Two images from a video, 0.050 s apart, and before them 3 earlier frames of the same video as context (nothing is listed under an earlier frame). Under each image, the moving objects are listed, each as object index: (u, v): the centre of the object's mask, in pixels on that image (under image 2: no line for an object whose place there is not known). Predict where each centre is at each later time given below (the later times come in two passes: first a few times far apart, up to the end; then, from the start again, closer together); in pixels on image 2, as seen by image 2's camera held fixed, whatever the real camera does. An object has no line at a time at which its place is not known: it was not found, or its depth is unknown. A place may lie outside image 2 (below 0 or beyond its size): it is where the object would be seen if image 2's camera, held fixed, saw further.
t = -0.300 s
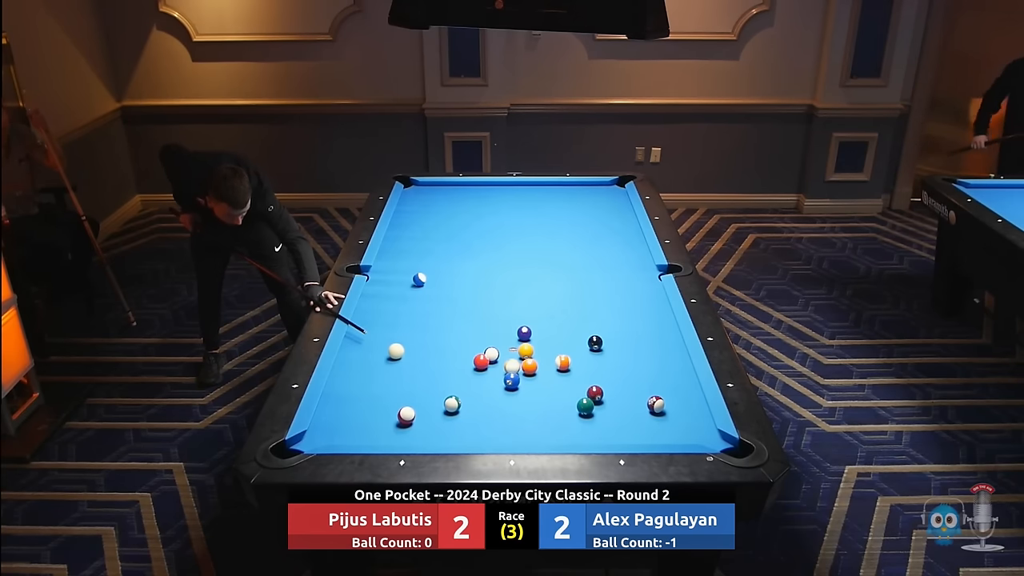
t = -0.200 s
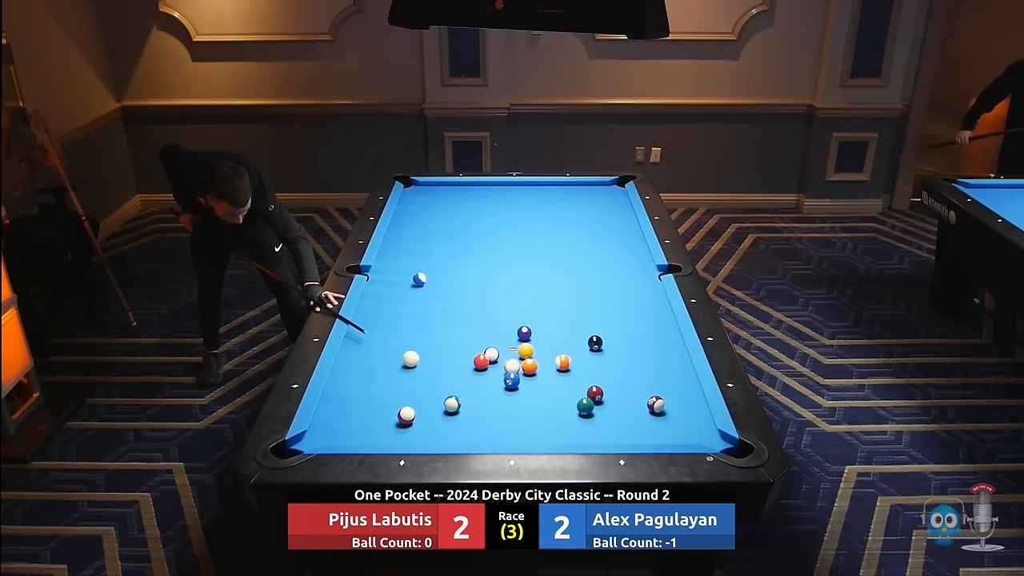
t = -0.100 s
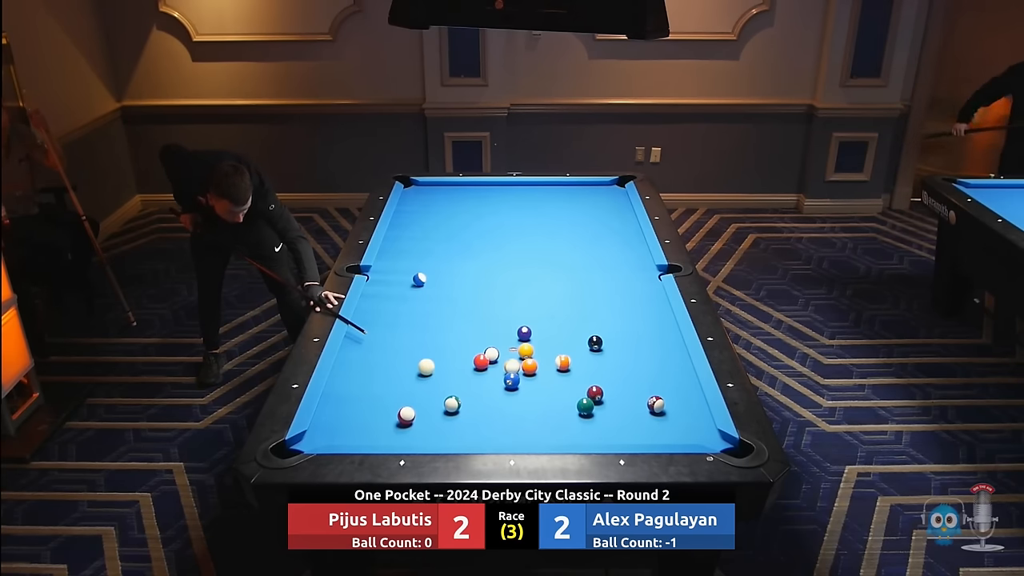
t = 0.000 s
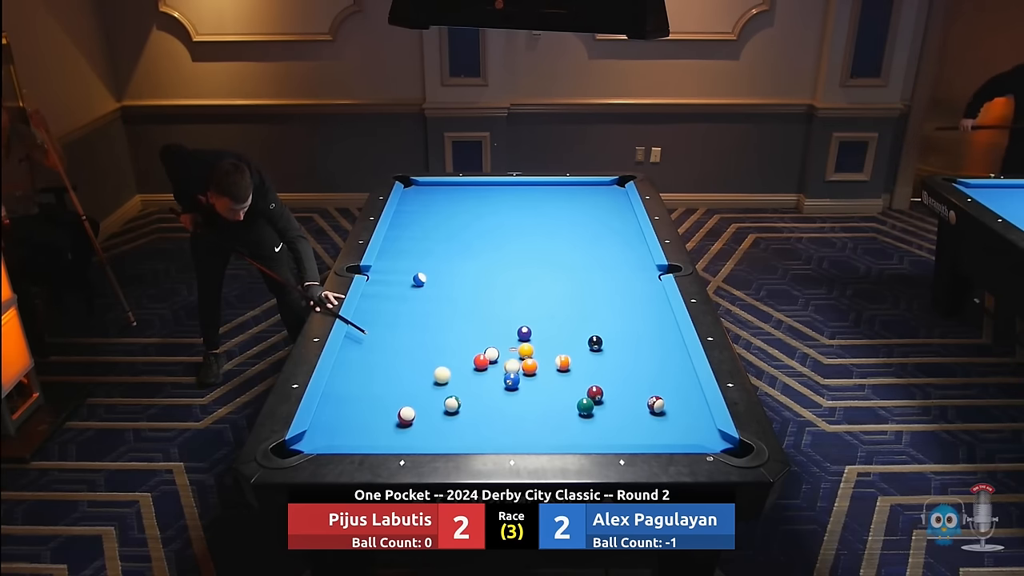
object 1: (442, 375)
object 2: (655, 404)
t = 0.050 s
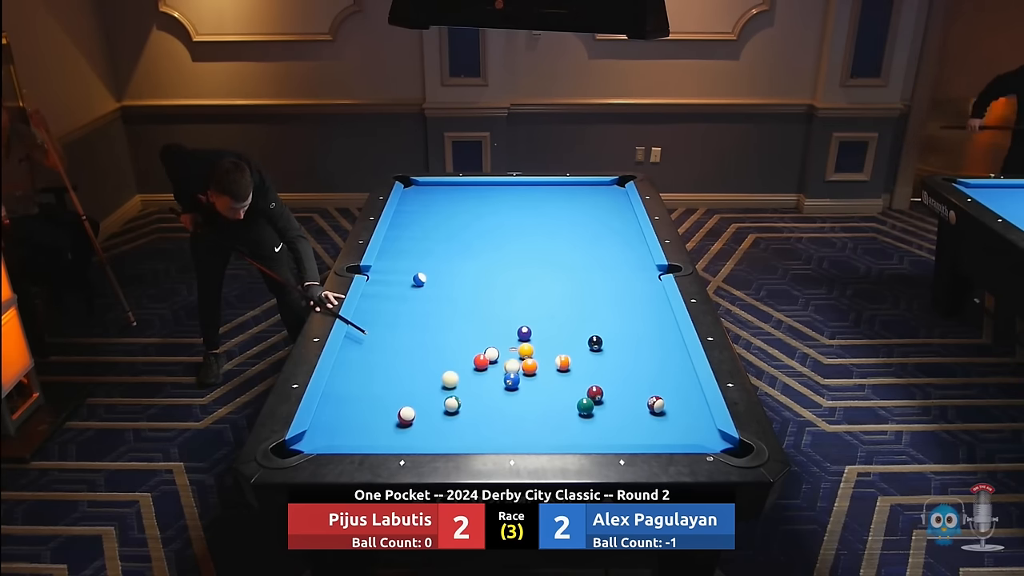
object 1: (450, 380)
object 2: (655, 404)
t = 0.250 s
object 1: (483, 397)
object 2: (655, 404)
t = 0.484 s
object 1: (524, 418)
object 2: (655, 404)
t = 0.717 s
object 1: (567, 438)
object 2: (655, 404)
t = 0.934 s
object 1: (593, 431)
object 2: (655, 404)
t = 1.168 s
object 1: (619, 420)
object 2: (655, 404)
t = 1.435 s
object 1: (642, 410)
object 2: (659, 402)
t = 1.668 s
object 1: (647, 407)
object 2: (673, 397)
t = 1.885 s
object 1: (651, 405)
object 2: (686, 392)
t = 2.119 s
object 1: (654, 404)
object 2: (691, 388)
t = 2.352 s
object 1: (657, 403)
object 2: (682, 385)
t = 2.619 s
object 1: (659, 402)
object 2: (675, 383)
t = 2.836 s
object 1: (659, 402)
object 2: (670, 382)
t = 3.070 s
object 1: (659, 402)
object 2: (665, 380)
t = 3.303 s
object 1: (659, 402)
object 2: (662, 379)
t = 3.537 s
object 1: (659, 402)
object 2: (660, 378)
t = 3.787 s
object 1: (659, 402)
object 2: (658, 377)
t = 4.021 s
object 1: (659, 402)
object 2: (659, 377)
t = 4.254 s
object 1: (659, 402)
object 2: (659, 378)
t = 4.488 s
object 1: (659, 402)
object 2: (659, 378)
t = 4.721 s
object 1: (659, 402)
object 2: (659, 377)
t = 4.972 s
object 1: (659, 402)
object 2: (659, 377)
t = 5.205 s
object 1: (659, 402)
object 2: (659, 378)
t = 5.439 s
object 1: (659, 402)
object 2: (659, 377)
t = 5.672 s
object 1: (659, 402)
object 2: (659, 378)
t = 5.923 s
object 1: (659, 402)
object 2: (659, 378)
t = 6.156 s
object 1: (659, 402)
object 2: (659, 378)
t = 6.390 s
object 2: (659, 378)
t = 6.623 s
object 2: (659, 378)
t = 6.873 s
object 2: (659, 378)
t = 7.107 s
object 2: (659, 378)
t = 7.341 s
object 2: (659, 378)
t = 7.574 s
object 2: (659, 378)
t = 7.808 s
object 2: (659, 378)
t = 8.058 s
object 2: (659, 378)
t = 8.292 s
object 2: (659, 378)
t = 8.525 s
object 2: (659, 378)
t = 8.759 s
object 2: (659, 378)
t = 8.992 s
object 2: (659, 378)
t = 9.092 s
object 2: (659, 378)
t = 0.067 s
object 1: (453, 381)
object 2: (655, 404)
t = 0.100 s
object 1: (458, 384)
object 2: (655, 404)
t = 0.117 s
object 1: (461, 385)
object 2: (655, 404)
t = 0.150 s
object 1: (466, 388)
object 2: (655, 404)
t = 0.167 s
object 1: (469, 390)
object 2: (655, 404)
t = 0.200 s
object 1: (475, 392)
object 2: (655, 404)
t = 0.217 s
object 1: (477, 394)
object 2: (655, 404)
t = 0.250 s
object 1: (483, 397)
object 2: (655, 404)
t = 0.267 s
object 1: (486, 398)
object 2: (655, 404)
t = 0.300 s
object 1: (492, 401)
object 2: (656, 404)
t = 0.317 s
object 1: (494, 403)
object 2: (655, 404)
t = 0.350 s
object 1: (500, 406)
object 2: (655, 404)
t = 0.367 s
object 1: (503, 408)
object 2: (655, 404)
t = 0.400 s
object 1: (509, 410)
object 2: (655, 404)
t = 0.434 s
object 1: (515, 414)
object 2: (655, 404)
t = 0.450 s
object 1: (518, 415)
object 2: (655, 404)
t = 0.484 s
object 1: (524, 418)
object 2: (655, 404)
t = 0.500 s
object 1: (527, 420)
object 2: (655, 404)
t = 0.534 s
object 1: (533, 423)
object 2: (655, 404)
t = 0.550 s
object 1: (536, 424)
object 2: (655, 404)
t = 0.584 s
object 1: (542, 428)
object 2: (655, 404)
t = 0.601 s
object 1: (545, 429)
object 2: (655, 404)
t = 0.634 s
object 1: (551, 432)
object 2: (655, 404)
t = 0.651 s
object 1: (554, 433)
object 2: (655, 404)
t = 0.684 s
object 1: (560, 436)
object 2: (655, 404)
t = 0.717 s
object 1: (567, 438)
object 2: (655, 404)
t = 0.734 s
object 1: (570, 438)
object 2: (655, 404)
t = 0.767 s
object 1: (574, 437)
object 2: (655, 404)
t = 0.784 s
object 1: (576, 437)
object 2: (655, 404)
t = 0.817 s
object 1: (580, 435)
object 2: (655, 404)
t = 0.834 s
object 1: (582, 435)
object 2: (655, 404)
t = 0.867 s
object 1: (586, 434)
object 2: (655, 404)
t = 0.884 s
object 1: (587, 433)
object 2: (655, 404)
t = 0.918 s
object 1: (592, 432)
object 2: (655, 404)
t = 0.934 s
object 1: (593, 431)
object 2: (655, 404)
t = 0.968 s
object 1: (597, 429)
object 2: (655, 404)
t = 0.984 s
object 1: (599, 428)
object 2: (655, 404)
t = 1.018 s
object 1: (603, 427)
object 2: (655, 404)
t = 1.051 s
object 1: (606, 425)
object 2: (655, 404)
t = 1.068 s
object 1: (608, 424)
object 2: (655, 404)
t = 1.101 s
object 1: (612, 423)
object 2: (656, 404)
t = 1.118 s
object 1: (613, 422)
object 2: (655, 404)
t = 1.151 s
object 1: (617, 421)
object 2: (655, 404)
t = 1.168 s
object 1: (619, 420)
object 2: (655, 404)
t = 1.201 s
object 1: (622, 418)
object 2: (655, 404)
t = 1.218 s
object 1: (624, 418)
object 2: (655, 404)
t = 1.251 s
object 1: (627, 416)
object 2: (655, 404)
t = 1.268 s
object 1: (629, 415)
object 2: (655, 404)
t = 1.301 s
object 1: (633, 414)
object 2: (655, 404)
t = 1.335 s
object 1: (636, 413)
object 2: (655, 404)
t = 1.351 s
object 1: (637, 412)
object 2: (655, 404)
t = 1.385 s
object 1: (641, 411)
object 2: (656, 404)
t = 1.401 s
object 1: (642, 410)
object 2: (656, 403)
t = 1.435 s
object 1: (642, 410)
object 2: (659, 402)
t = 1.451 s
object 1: (643, 409)
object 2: (660, 402)
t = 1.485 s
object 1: (643, 409)
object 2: (662, 401)
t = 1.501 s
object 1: (644, 409)
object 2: (663, 401)
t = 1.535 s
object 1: (644, 408)
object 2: (665, 400)
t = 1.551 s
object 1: (645, 408)
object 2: (666, 400)
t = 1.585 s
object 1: (646, 408)
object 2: (668, 399)
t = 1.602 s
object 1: (646, 408)
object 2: (669, 399)
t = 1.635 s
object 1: (647, 407)
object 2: (671, 398)
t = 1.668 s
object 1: (647, 407)
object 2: (673, 397)
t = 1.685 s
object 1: (647, 407)
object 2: (674, 397)
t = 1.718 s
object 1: (648, 407)
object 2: (676, 396)
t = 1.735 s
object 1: (648, 406)
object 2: (677, 396)
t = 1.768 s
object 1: (649, 406)
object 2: (679, 395)
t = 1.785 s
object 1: (649, 406)
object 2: (680, 394)
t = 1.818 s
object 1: (650, 406)
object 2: (682, 394)
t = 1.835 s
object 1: (650, 406)
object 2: (683, 393)
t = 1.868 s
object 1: (650, 405)
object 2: (685, 393)
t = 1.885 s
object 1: (651, 405)
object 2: (686, 392)
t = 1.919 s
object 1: (651, 405)
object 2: (687, 392)
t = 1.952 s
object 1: (652, 405)
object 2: (689, 391)
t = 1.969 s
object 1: (652, 405)
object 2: (690, 391)
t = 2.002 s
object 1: (653, 404)
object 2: (692, 390)
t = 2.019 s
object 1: (653, 404)
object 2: (693, 390)
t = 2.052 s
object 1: (653, 404)
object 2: (693, 389)
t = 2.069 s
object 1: (654, 404)
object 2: (692, 389)
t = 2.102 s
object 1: (654, 404)
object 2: (691, 389)
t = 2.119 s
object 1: (654, 404)
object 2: (691, 388)
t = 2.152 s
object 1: (655, 404)
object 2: (689, 388)
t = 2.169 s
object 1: (655, 404)
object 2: (688, 388)
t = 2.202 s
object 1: (655, 403)
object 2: (687, 387)
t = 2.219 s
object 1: (655, 403)
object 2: (686, 387)
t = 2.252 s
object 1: (656, 403)
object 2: (685, 386)
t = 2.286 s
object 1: (656, 403)
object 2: (684, 386)
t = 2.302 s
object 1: (656, 403)
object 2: (684, 386)
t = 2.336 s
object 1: (657, 403)
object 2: (683, 386)
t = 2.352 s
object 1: (657, 403)
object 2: (682, 385)
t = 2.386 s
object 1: (657, 403)
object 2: (681, 385)
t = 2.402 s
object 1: (657, 403)
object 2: (680, 385)
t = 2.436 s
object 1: (658, 403)
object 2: (679, 385)
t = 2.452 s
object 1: (658, 403)
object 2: (679, 385)
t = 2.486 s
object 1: (658, 403)
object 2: (678, 385)
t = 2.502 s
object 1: (658, 402)
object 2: (677, 384)
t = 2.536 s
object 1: (658, 402)
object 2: (677, 384)
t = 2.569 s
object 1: (658, 402)
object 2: (676, 384)
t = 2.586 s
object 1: (659, 402)
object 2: (675, 384)
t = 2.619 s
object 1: (659, 402)
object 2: (675, 383)
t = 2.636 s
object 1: (659, 402)
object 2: (674, 383)
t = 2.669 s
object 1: (659, 402)
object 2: (673, 383)
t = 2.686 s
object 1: (659, 402)
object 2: (673, 383)
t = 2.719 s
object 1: (659, 402)
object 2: (672, 382)
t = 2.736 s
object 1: (659, 402)
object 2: (672, 382)
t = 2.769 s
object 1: (659, 402)
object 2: (671, 382)
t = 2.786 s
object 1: (659, 402)
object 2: (671, 382)
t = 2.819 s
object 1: (659, 402)
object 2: (670, 382)
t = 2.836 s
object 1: (659, 402)
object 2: (670, 382)
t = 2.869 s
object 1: (659, 402)
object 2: (669, 381)
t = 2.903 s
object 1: (659, 402)
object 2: (668, 381)
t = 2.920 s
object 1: (659, 402)
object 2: (668, 381)
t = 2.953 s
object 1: (659, 402)
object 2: (668, 381)
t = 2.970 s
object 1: (659, 402)
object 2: (667, 381)
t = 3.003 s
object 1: (659, 402)
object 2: (667, 380)
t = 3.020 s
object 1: (659, 402)
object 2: (666, 380)
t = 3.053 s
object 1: (659, 402)
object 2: (666, 380)
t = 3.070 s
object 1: (659, 402)
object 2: (665, 380)
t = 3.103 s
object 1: (659, 402)
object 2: (665, 380)
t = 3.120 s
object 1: (659, 402)
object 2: (665, 380)
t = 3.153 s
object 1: (659, 402)
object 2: (664, 380)
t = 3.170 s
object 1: (659, 402)
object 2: (664, 380)
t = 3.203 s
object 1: (659, 402)
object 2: (663, 379)
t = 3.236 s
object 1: (659, 402)
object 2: (663, 379)
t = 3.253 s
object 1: (659, 402)
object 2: (663, 379)
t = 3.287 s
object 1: (659, 402)
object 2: (662, 379)
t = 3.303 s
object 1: (659, 402)
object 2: (662, 379)
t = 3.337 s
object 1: (659, 402)
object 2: (662, 379)
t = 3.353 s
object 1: (659, 402)
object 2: (662, 379)
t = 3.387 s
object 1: (659, 402)
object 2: (661, 379)
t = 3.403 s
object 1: (659, 402)
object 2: (661, 379)
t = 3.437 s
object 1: (659, 402)
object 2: (661, 378)
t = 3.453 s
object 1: (659, 402)
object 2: (661, 378)
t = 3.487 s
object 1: (659, 402)
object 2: (660, 378)
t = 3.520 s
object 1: (659, 402)
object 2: (660, 378)
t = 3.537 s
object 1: (659, 402)
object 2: (660, 378)
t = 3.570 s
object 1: (659, 402)
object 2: (660, 378)
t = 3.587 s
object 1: (659, 402)
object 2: (659, 378)
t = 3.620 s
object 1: (659, 402)
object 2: (659, 378)
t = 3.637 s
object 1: (659, 402)
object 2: (659, 378)
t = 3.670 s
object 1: (659, 402)
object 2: (659, 378)
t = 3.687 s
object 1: (659, 402)
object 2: (659, 378)
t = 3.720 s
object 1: (659, 402)
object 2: (659, 378)
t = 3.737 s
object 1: (659, 402)
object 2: (659, 378)
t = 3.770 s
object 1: (659, 402)
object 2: (659, 378)
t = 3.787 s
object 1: (659, 402)
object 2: (658, 377)
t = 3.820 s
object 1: (659, 402)
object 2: (658, 377)
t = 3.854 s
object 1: (659, 402)
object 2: (658, 377)
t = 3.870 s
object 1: (659, 402)
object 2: (658, 377)
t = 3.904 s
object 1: (659, 402)
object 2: (658, 377)
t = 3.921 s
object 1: (659, 402)
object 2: (658, 377)
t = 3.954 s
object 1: (659, 402)
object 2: (659, 377)
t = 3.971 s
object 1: (659, 402)
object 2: (659, 377)
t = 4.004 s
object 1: (659, 402)
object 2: (659, 377)
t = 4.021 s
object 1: (659, 402)
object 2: (659, 377)
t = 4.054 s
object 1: (659, 402)
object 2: (659, 378)
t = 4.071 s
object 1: (659, 402)
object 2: (659, 378)
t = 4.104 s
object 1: (659, 402)
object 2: (659, 378)
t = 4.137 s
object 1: (659, 402)
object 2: (659, 377)
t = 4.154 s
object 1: (659, 402)
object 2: (659, 378)
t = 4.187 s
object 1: (659, 402)
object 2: (659, 378)
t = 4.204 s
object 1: (659, 402)
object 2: (659, 378)
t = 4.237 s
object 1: (659, 402)
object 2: (659, 378)
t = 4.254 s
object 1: (659, 402)
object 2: (659, 378)
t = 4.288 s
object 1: (659, 402)
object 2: (659, 378)
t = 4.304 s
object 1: (659, 402)
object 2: (659, 378)
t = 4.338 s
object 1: (659, 402)
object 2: (659, 378)
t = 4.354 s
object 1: (659, 402)
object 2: (659, 378)
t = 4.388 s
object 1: (659, 402)
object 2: (659, 378)
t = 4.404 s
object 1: (659, 402)
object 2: (659, 378)
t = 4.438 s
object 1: (659, 402)
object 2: (659, 378)
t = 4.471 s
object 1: (659, 402)
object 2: (659, 378)
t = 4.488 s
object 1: (659, 402)
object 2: (659, 378)
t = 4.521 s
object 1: (659, 402)
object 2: (659, 378)
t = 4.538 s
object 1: (659, 402)
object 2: (659, 378)
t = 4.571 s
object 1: (659, 402)
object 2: (659, 377)
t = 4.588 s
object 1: (659, 402)
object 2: (659, 377)
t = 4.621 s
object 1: (659, 402)
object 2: (659, 378)
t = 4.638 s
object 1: (659, 402)
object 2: (659, 378)
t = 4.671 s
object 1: (659, 402)
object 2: (659, 377)
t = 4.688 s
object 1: (659, 402)
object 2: (659, 377)
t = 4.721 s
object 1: (659, 402)
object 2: (659, 377)
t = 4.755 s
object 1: (659, 402)
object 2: (659, 377)
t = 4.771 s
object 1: (659, 402)
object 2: (659, 377)
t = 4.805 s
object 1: (659, 402)
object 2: (659, 378)
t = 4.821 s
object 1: (659, 402)
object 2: (659, 378)
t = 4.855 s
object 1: (659, 402)
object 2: (659, 377)
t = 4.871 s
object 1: (659, 402)
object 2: (659, 377)
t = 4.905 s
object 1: (659, 402)
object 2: (659, 377)
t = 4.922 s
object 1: (659, 402)
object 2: (659, 377)
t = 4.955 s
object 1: (659, 402)
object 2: (659, 377)
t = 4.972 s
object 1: (659, 402)
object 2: (659, 377)
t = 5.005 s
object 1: (659, 402)
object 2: (659, 378)
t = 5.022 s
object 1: (659, 402)
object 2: (659, 377)
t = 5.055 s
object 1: (659, 402)
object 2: (659, 378)
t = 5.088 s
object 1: (659, 402)
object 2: (659, 378)
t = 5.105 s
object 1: (659, 402)
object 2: (659, 378)
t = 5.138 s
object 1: (659, 402)
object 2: (659, 378)
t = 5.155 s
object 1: (659, 402)
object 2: (659, 378)
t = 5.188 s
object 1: (659, 402)
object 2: (659, 378)
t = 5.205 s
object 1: (659, 402)
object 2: (659, 378)
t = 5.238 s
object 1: (659, 402)
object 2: (659, 378)
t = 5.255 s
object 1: (659, 402)
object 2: (659, 378)
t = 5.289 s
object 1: (659, 402)
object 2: (659, 378)
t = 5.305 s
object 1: (659, 402)
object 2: (659, 378)
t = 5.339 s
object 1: (659, 402)
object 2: (659, 378)
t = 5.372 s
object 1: (659, 402)
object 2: (659, 378)
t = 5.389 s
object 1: (659, 402)
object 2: (659, 378)
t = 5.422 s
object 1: (659, 402)
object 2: (659, 377)
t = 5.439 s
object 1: (659, 402)
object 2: (659, 377)
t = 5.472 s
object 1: (659, 402)
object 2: (659, 378)
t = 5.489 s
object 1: (659, 402)
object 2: (659, 377)
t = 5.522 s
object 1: (659, 402)
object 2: (659, 378)
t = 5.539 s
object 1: (659, 402)
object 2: (659, 378)
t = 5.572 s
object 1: (659, 402)
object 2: (659, 378)
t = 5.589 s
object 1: (659, 402)
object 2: (659, 378)
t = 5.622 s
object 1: (659, 402)
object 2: (659, 378)
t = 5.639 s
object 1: (659, 402)
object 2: (659, 378)
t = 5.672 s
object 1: (659, 402)
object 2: (659, 378)
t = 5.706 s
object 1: (659, 402)
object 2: (659, 378)
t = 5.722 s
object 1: (659, 402)
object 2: (659, 378)
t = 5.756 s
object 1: (659, 402)
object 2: (659, 378)
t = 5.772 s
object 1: (659, 402)
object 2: (659, 378)
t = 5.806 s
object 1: (659, 402)
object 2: (659, 378)
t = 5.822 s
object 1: (659, 402)
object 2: (659, 378)
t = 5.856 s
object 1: (659, 402)
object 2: (659, 377)
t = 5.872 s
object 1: (659, 402)
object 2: (659, 378)
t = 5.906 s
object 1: (659, 402)
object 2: (659, 378)
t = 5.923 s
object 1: (659, 402)
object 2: (659, 378)
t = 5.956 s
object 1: (659, 402)
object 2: (659, 378)
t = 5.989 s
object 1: (659, 402)
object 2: (659, 378)
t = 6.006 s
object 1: (659, 402)
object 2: (659, 378)
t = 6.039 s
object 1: (659, 402)
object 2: (659, 378)
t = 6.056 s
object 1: (659, 402)
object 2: (659, 378)
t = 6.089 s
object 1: (659, 402)
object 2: (659, 378)
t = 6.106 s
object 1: (659, 402)
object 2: (659, 378)
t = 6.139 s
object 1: (659, 402)
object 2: (659, 378)
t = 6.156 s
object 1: (659, 402)
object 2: (659, 378)
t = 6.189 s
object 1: (659, 402)
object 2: (659, 378)
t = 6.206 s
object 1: (659, 402)
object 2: (659, 378)
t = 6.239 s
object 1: (659, 402)
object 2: (659, 378)
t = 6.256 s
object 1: (659, 402)
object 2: (659, 378)
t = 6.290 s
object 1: (659, 402)
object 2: (659, 378)
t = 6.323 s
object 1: (659, 402)
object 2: (659, 378)
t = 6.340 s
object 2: (659, 378)
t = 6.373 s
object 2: (659, 378)
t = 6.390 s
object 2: (659, 378)
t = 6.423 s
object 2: (659, 378)
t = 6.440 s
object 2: (659, 378)
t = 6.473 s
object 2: (659, 378)
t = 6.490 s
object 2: (659, 378)
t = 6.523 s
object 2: (659, 378)
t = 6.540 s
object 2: (659, 378)
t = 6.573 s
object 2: (659, 378)
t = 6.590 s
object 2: (659, 378)
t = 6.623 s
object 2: (659, 378)
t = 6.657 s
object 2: (659, 378)
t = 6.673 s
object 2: (659, 378)
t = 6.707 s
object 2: (659, 378)
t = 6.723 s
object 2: (659, 378)
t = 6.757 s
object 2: (659, 377)
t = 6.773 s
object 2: (659, 378)
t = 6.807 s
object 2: (659, 378)
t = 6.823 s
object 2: (659, 378)
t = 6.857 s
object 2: (659, 377)
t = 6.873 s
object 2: (659, 378)
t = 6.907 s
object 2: (659, 378)
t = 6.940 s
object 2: (659, 378)
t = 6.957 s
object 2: (659, 378)
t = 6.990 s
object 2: (659, 378)
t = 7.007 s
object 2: (659, 378)
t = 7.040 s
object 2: (659, 378)
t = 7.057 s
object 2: (659, 378)
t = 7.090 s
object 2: (659, 378)
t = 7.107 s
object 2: (659, 378)
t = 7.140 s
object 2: (659, 378)
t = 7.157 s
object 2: (659, 378)
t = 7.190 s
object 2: (659, 378)
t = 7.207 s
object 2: (659, 378)
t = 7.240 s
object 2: (659, 378)
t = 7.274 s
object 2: (659, 378)
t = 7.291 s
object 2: (659, 378)
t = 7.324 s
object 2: (659, 378)
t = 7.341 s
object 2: (659, 378)
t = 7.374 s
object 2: (659, 378)
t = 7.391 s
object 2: (659, 378)
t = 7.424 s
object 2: (659, 378)
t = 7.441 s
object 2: (659, 378)
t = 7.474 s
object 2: (659, 378)
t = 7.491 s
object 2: (659, 378)
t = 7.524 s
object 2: (659, 378)
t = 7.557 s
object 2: (659, 378)
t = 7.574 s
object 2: (659, 378)
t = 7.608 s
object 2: (659, 378)
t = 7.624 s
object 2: (659, 378)
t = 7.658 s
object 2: (659, 378)
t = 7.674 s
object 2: (659, 378)
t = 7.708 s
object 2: (659, 378)
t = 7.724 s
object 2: (659, 378)
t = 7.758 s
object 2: (659, 378)
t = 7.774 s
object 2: (659, 378)
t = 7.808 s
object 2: (659, 378)
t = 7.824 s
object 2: (659, 378)
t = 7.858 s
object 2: (659, 378)
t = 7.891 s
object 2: (659, 378)
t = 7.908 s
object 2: (659, 378)
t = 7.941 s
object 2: (659, 378)
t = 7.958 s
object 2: (659, 378)
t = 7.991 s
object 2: (659, 378)
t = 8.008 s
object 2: (659, 378)
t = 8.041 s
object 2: (659, 378)
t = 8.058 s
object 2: (659, 378)
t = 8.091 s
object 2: (659, 378)
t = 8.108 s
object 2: (659, 378)
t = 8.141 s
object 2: (659, 378)
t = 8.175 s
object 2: (659, 378)
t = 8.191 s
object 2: (659, 378)
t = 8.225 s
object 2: (659, 378)
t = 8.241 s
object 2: (659, 378)
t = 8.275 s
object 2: (659, 378)
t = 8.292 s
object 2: (659, 378)
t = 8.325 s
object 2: (659, 378)
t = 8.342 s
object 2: (659, 378)
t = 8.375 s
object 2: (659, 378)
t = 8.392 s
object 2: (659, 378)
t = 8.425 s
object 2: (659, 378)
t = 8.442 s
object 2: (659, 378)
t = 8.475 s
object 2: (659, 378)
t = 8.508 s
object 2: (659, 378)
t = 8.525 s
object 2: (659, 378)
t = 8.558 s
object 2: (659, 378)
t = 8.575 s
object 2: (659, 378)
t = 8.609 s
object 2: (659, 378)
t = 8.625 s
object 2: (659, 378)
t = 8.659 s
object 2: (659, 378)
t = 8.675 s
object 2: (659, 378)
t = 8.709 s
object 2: (659, 378)
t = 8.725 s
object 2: (659, 378)
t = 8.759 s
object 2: (659, 378)
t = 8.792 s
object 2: (659, 378)
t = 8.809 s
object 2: (659, 378)
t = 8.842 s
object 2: (659, 378)
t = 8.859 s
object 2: (659, 378)
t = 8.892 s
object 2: (659, 378)
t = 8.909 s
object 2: (659, 378)
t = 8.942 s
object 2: (659, 377)
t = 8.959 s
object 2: (659, 378)
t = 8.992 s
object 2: (659, 378)
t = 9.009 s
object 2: (659, 378)
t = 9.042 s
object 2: (659, 378)
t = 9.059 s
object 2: (659, 378)
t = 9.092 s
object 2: (659, 378)
